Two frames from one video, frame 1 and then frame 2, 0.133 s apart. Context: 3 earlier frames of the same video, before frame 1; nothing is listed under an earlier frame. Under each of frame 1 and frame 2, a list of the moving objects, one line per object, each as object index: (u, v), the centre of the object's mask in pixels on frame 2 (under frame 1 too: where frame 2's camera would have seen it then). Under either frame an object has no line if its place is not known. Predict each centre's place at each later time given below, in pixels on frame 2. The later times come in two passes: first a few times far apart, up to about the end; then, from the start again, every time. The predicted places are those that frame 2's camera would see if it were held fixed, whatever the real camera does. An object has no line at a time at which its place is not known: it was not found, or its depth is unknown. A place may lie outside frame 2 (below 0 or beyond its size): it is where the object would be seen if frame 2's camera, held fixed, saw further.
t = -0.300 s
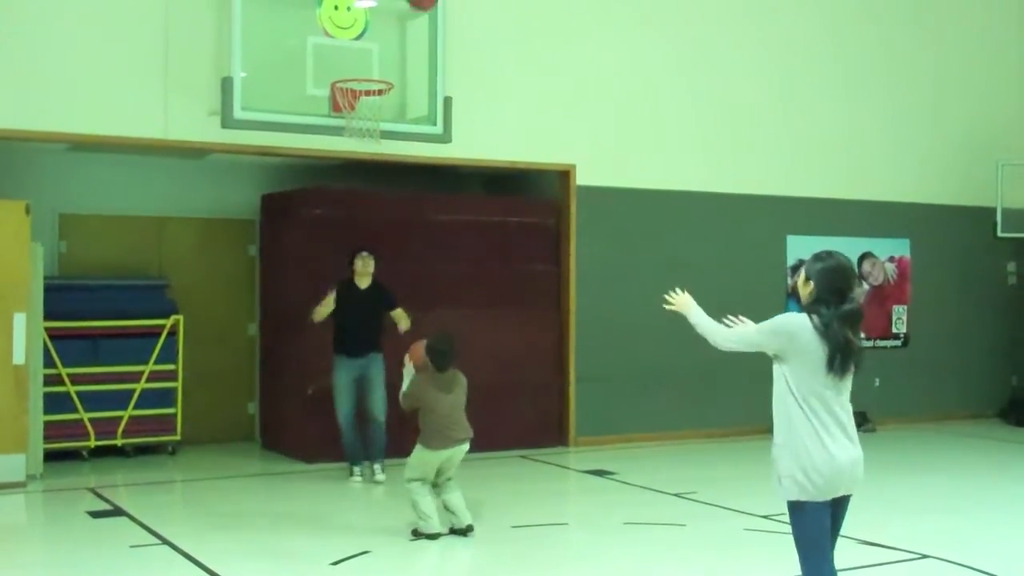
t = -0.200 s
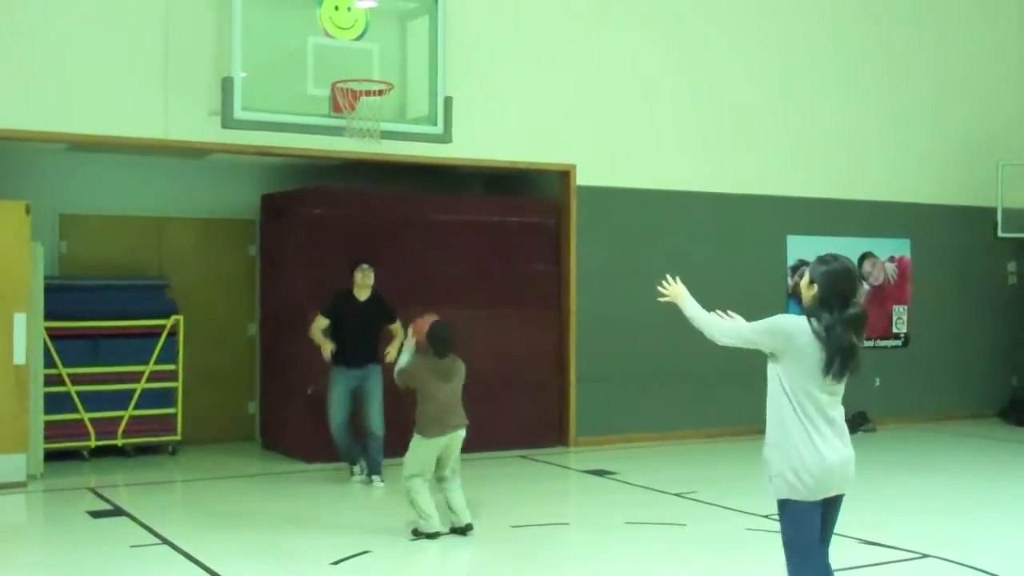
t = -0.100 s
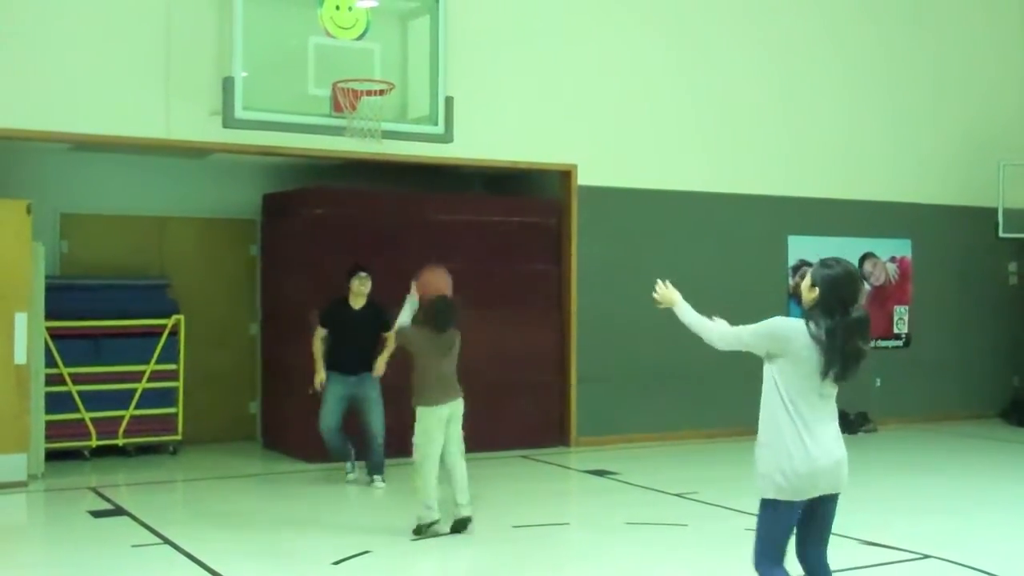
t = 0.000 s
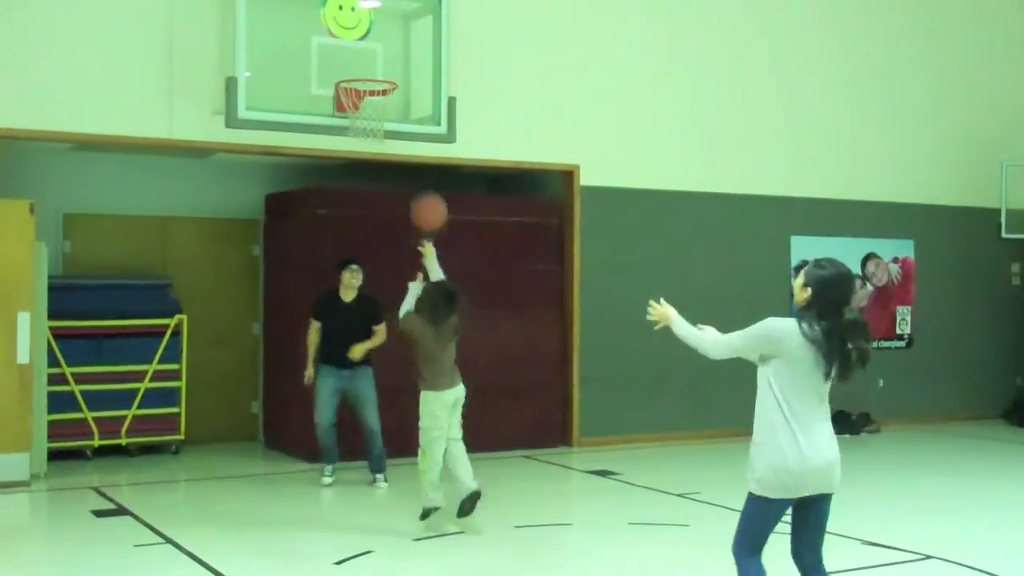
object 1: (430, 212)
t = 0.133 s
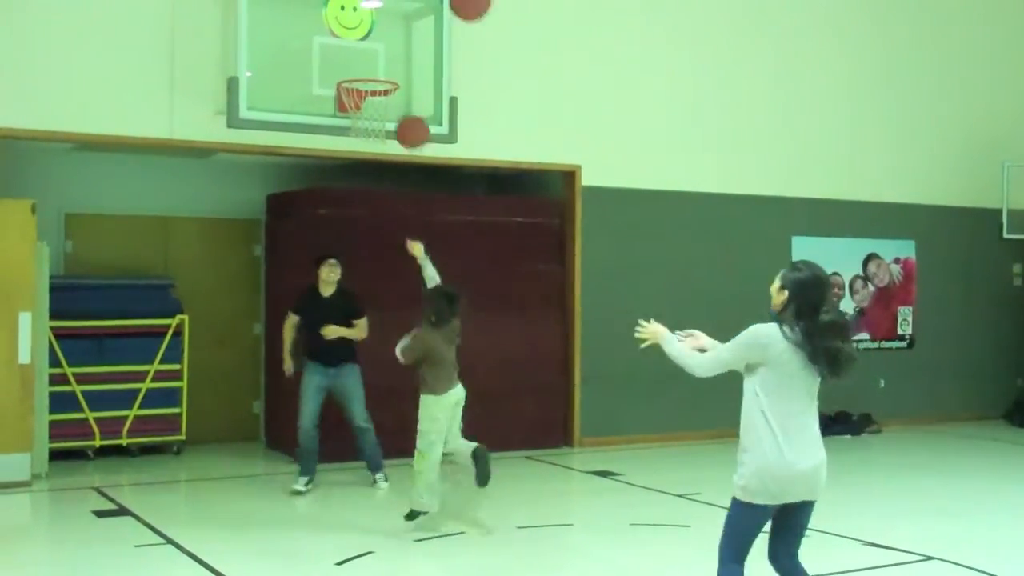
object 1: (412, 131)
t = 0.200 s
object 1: (403, 103)
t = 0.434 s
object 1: (375, 53)
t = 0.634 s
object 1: (352, 70)
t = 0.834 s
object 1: (378, 75)
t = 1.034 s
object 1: (373, 71)
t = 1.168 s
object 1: (359, 74)
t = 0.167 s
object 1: (407, 117)
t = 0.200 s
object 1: (403, 103)
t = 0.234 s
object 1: (399, 90)
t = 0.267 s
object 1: (395, 80)
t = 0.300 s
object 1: (391, 72)
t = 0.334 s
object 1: (387, 65)
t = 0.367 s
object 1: (383, 59)
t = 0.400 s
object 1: (379, 56)
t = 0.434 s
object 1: (375, 53)
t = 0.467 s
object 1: (371, 53)
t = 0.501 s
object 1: (367, 53)
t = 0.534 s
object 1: (363, 55)
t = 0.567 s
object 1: (359, 59)
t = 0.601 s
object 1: (356, 64)
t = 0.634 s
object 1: (352, 70)
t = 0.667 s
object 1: (350, 75)
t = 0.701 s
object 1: (357, 74)
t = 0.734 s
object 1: (365, 75)
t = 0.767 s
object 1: (371, 77)
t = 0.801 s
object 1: (377, 77)
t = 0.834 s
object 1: (378, 75)
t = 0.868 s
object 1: (380, 74)
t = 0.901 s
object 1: (382, 74)
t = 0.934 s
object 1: (383, 74)
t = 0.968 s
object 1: (380, 72)
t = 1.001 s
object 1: (376, 71)
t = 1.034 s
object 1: (373, 71)
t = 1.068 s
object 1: (369, 72)
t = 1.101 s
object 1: (366, 73)
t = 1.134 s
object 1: (362, 73)
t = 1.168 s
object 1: (359, 74)
